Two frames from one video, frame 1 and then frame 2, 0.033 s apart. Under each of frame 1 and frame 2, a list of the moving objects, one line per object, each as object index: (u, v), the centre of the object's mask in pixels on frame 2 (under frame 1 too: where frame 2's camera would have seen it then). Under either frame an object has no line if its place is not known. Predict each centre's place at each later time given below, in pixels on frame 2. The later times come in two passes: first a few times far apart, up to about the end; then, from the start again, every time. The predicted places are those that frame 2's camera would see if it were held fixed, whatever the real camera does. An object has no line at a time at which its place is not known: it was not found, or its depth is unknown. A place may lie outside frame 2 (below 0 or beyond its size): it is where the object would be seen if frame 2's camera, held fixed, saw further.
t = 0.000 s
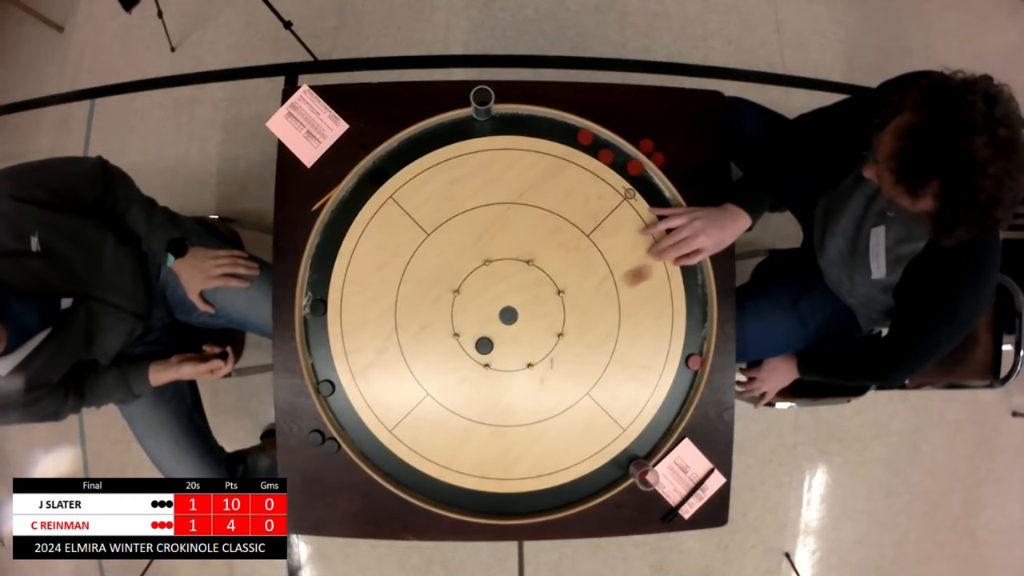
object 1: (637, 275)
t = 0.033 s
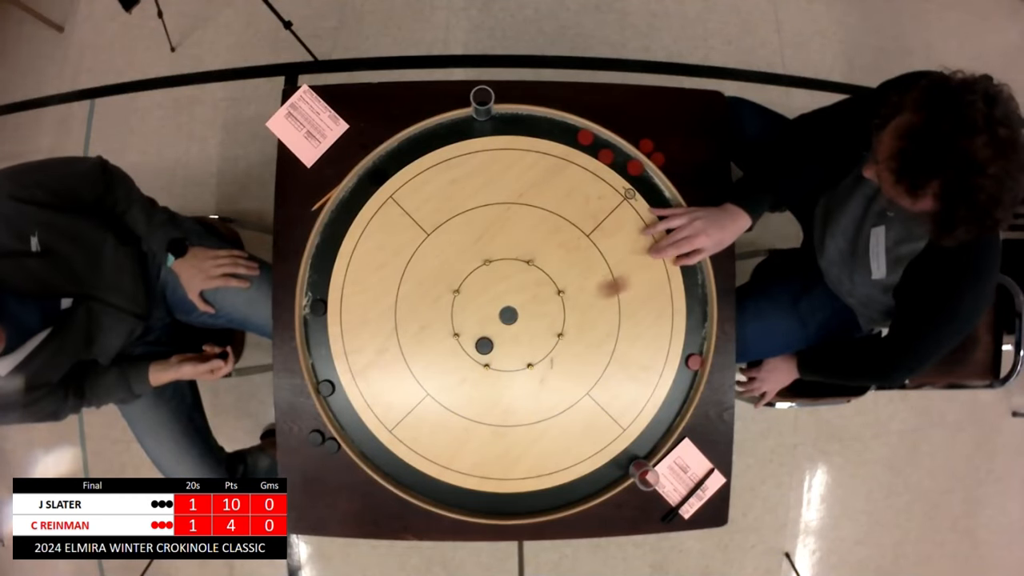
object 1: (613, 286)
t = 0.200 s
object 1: (502, 341)
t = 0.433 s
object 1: (497, 352)
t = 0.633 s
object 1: (497, 354)
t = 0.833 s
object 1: (497, 354)
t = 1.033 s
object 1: (497, 354)
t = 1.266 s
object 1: (497, 354)
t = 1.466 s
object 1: (497, 354)
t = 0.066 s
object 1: (590, 298)
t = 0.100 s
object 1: (567, 309)
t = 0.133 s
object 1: (543, 321)
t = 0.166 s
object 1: (520, 332)
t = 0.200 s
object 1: (502, 341)
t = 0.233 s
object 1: (500, 344)
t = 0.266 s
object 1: (500, 346)
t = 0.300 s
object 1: (499, 348)
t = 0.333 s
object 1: (498, 350)
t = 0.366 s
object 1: (498, 351)
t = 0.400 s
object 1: (498, 352)
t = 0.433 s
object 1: (497, 352)
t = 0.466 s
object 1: (497, 353)
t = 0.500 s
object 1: (497, 354)
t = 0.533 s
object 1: (497, 354)
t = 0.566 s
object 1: (497, 354)
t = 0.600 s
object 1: (497, 354)
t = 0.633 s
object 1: (497, 354)
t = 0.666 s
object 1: (497, 354)
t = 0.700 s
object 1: (497, 354)
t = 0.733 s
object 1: (497, 354)
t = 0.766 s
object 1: (497, 354)
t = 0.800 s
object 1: (497, 354)
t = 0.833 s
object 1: (497, 354)
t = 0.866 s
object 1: (497, 354)
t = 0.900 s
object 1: (497, 354)
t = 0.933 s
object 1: (497, 354)
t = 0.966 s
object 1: (497, 354)
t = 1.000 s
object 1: (497, 354)
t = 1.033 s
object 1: (497, 354)
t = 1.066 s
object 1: (497, 354)
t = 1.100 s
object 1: (497, 354)
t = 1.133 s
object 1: (497, 354)
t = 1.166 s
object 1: (497, 354)
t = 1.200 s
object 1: (497, 354)
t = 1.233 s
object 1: (497, 354)
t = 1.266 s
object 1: (497, 354)
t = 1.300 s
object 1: (497, 354)
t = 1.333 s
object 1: (497, 354)
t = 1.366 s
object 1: (497, 354)
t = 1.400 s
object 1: (497, 354)
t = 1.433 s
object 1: (497, 354)
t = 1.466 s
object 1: (497, 354)
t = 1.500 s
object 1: (497, 354)
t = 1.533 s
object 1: (497, 354)
